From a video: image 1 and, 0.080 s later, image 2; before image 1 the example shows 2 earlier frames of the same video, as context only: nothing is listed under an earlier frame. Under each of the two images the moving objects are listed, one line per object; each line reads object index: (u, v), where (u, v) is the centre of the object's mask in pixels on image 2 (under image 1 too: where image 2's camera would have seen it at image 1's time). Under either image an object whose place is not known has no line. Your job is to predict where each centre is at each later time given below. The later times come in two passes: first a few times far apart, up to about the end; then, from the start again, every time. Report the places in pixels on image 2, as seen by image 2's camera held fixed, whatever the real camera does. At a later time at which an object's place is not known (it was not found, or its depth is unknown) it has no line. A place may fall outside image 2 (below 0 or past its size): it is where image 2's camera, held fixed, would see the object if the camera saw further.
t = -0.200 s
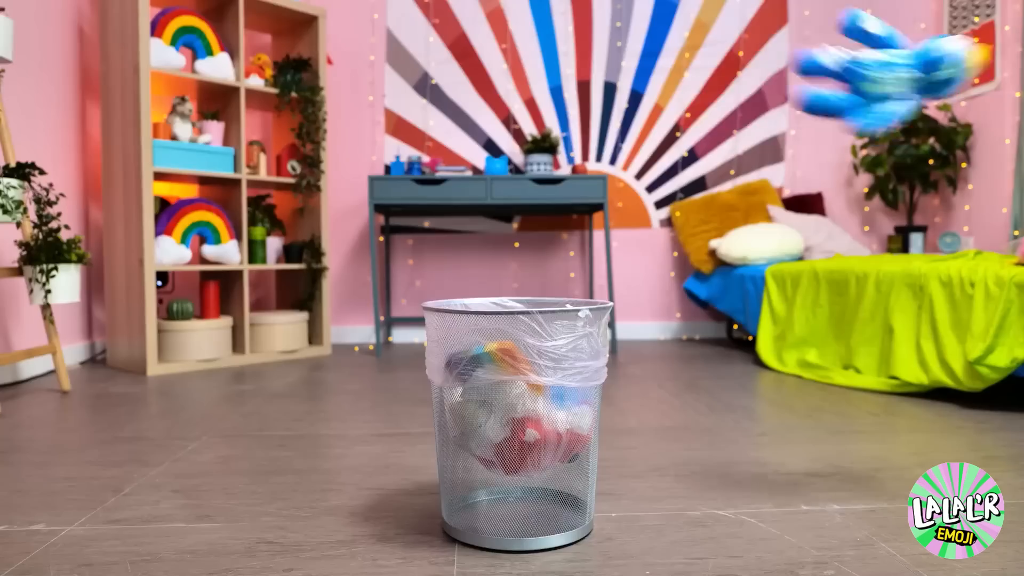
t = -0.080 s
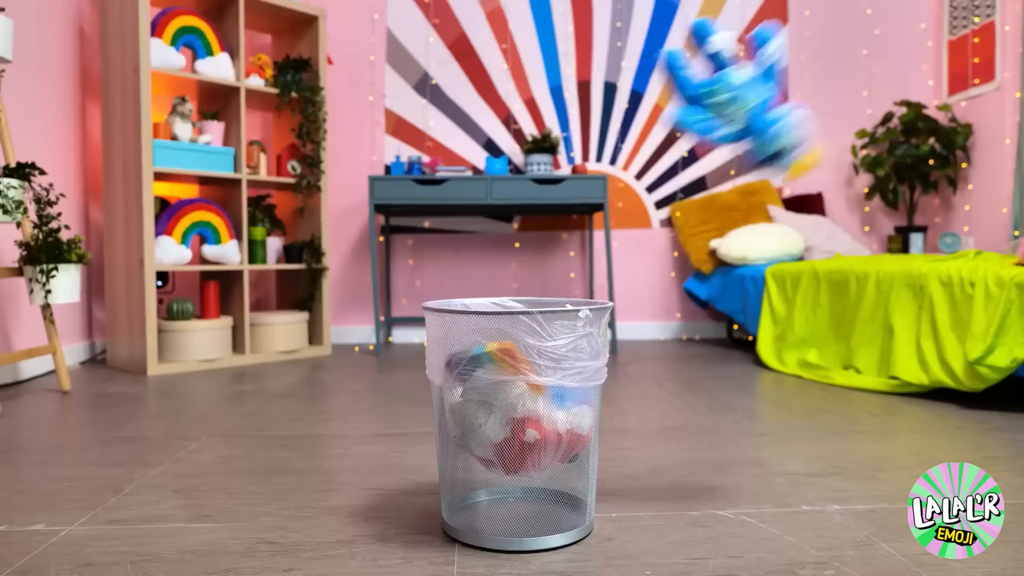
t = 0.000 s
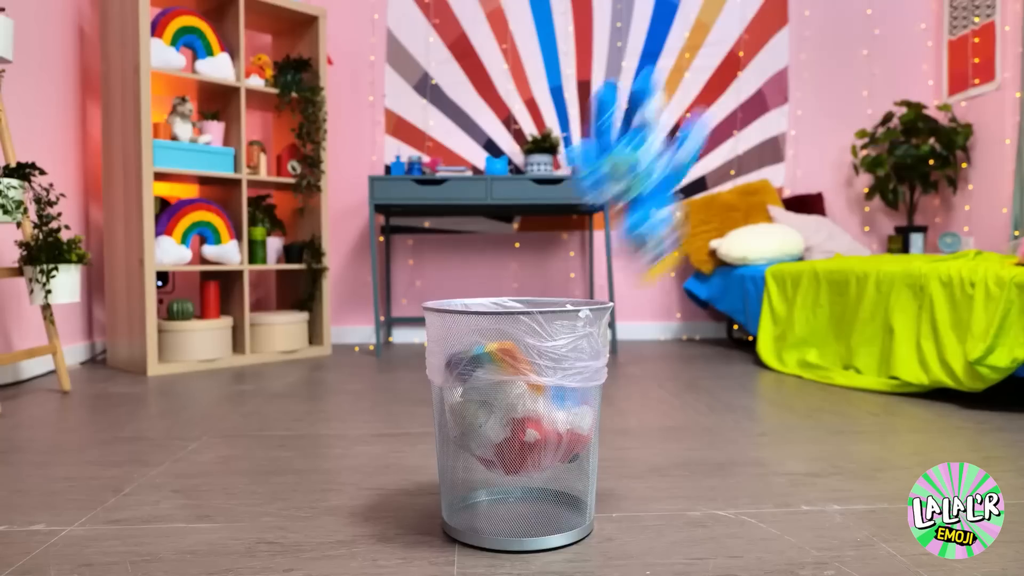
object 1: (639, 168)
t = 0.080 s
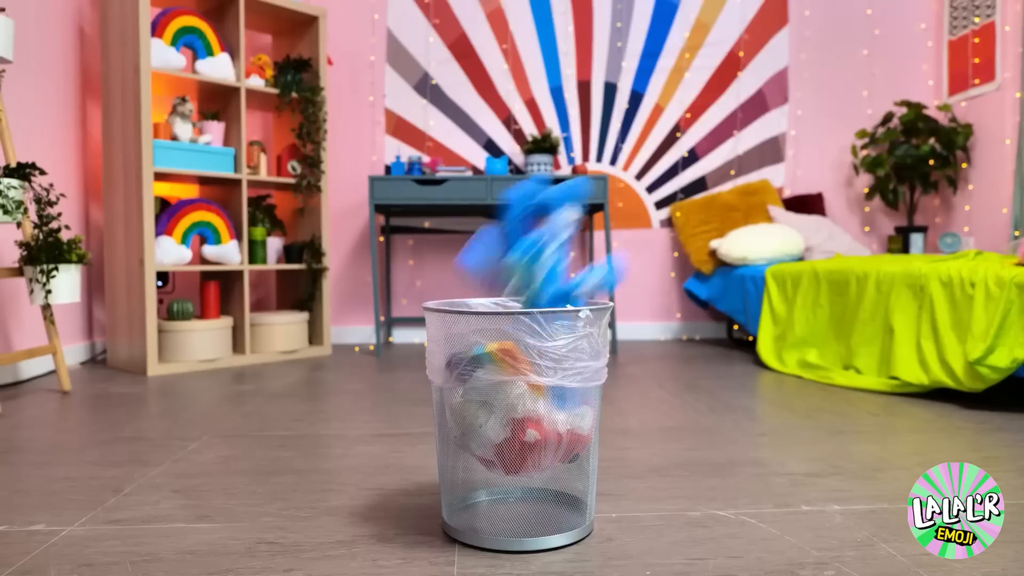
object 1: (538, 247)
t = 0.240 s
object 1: (455, 290)
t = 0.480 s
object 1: (459, 293)
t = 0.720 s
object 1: (459, 293)
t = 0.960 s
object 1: (458, 293)
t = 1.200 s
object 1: (459, 294)
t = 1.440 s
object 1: (459, 293)
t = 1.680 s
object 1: (459, 293)
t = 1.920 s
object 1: (459, 293)
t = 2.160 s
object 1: (459, 293)
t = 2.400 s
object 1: (459, 293)
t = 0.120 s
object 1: (486, 279)
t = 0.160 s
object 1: (455, 292)
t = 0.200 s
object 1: (450, 292)
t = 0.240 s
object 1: (455, 290)
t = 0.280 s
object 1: (459, 292)
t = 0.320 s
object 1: (460, 294)
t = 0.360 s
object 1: (460, 293)
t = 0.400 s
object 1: (459, 293)
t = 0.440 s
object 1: (459, 293)
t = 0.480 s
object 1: (459, 293)
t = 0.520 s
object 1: (459, 293)
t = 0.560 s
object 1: (459, 293)
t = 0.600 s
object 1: (459, 293)
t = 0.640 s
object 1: (459, 293)
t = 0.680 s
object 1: (459, 293)
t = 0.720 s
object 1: (459, 293)
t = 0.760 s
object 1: (459, 293)
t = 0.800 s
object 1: (459, 293)
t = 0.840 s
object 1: (458, 293)
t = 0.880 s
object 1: (458, 293)
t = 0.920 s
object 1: (458, 293)
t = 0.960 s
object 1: (458, 293)
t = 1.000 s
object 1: (458, 293)
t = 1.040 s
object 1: (458, 293)
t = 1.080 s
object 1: (458, 293)
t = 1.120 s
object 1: (458, 293)
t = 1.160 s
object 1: (458, 294)
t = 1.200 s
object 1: (459, 294)
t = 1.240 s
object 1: (459, 293)
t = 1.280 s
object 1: (459, 293)
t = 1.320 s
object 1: (459, 293)
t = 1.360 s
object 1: (459, 293)
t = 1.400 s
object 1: (459, 293)
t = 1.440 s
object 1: (459, 293)
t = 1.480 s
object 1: (459, 293)
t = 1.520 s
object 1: (459, 293)
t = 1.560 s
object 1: (459, 293)
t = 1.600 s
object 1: (459, 293)
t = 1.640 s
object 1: (459, 293)
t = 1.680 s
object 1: (459, 293)
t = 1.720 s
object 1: (459, 293)
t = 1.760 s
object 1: (459, 293)
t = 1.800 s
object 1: (459, 293)
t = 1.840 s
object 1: (459, 293)
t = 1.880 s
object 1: (459, 293)
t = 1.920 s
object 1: (459, 293)
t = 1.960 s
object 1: (459, 293)
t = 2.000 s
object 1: (459, 293)
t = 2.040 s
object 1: (459, 293)
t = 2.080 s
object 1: (459, 293)
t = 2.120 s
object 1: (459, 293)
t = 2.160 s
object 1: (459, 293)
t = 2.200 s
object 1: (459, 293)
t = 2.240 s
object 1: (459, 293)
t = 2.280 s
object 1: (459, 293)
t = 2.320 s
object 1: (459, 293)
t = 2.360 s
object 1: (459, 293)
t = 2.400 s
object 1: (459, 293)
